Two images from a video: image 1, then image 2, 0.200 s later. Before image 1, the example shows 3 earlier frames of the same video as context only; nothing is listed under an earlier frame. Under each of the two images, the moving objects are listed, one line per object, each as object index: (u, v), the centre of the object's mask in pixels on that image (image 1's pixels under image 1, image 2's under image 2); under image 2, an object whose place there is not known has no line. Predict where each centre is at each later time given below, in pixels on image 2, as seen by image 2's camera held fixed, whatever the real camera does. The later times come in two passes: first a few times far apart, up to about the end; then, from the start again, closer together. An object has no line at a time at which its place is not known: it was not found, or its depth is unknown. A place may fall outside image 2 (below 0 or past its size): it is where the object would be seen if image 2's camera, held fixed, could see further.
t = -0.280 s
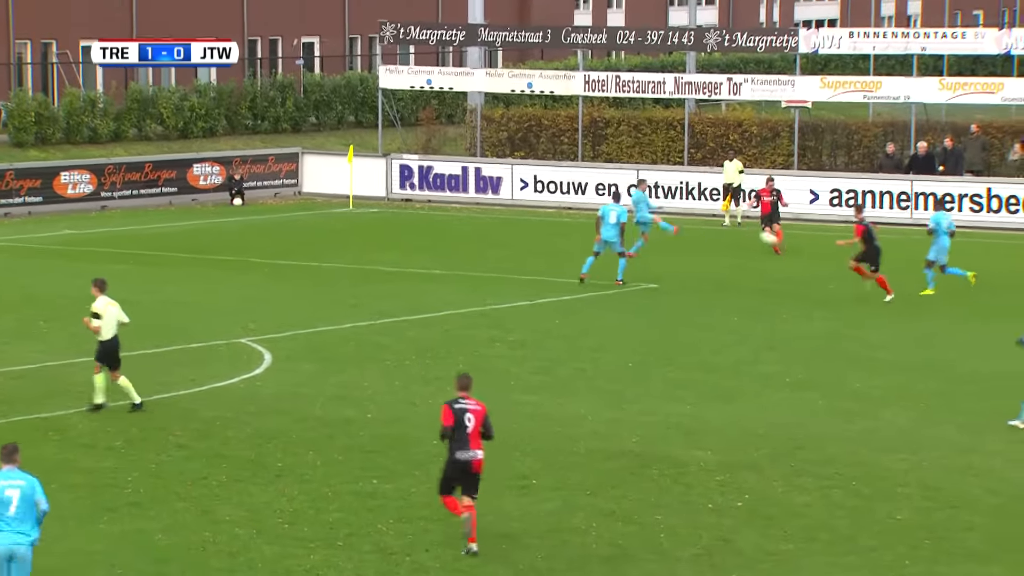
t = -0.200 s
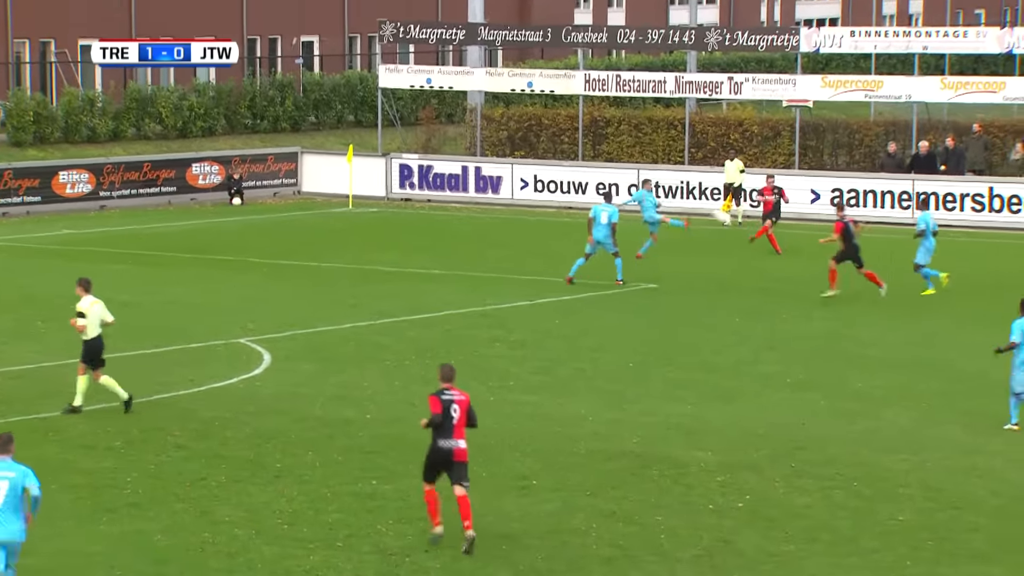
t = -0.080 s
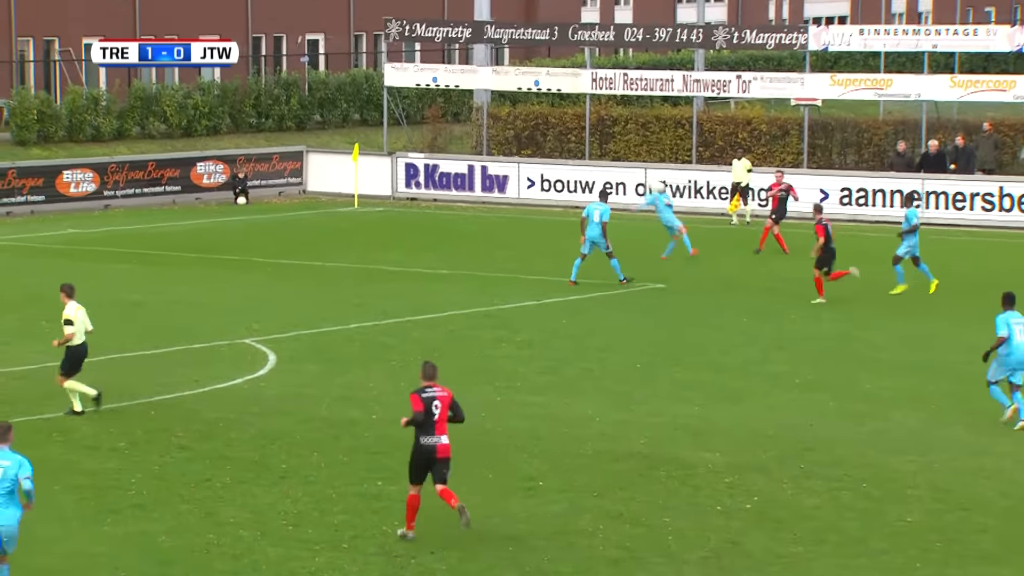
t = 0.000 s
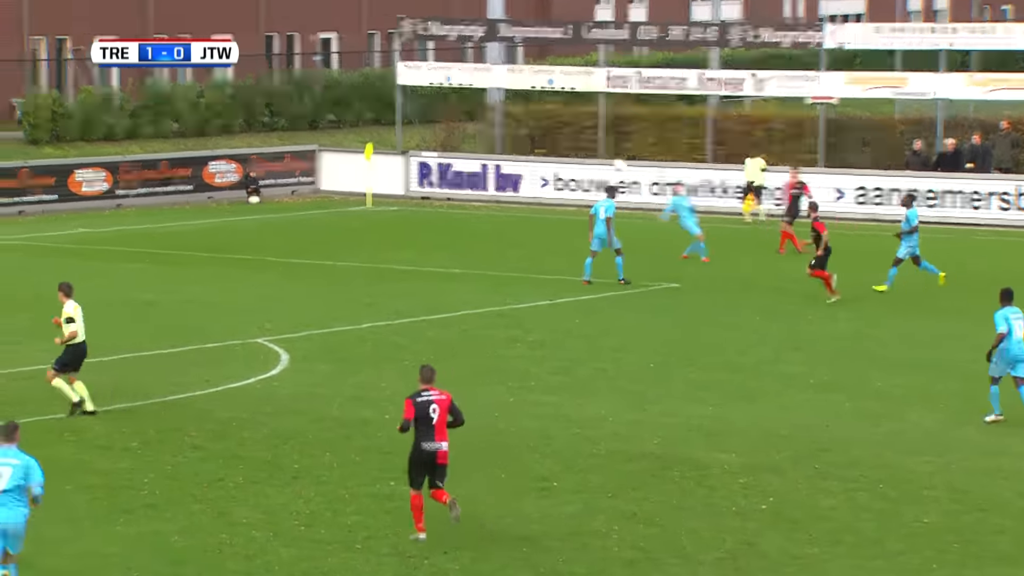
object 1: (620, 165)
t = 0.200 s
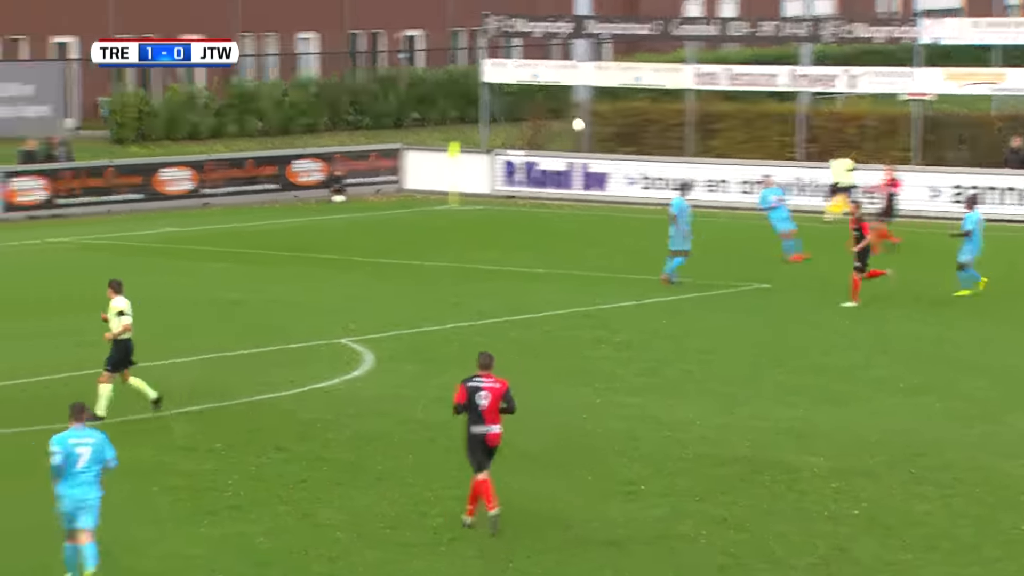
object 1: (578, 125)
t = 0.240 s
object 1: (552, 118)
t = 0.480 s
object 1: (389, 91)
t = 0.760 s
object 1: (186, 81)
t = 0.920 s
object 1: (62, 90)
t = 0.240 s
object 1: (552, 118)
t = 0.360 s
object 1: (472, 103)
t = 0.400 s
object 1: (444, 98)
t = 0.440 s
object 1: (417, 95)
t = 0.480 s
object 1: (389, 91)
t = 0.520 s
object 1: (361, 88)
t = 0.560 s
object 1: (332, 85)
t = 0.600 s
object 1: (304, 83)
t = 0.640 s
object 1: (275, 82)
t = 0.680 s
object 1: (246, 81)
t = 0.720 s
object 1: (216, 81)
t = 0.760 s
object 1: (186, 81)
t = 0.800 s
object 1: (156, 82)
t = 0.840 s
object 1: (125, 84)
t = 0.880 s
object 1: (94, 87)
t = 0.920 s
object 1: (62, 90)
